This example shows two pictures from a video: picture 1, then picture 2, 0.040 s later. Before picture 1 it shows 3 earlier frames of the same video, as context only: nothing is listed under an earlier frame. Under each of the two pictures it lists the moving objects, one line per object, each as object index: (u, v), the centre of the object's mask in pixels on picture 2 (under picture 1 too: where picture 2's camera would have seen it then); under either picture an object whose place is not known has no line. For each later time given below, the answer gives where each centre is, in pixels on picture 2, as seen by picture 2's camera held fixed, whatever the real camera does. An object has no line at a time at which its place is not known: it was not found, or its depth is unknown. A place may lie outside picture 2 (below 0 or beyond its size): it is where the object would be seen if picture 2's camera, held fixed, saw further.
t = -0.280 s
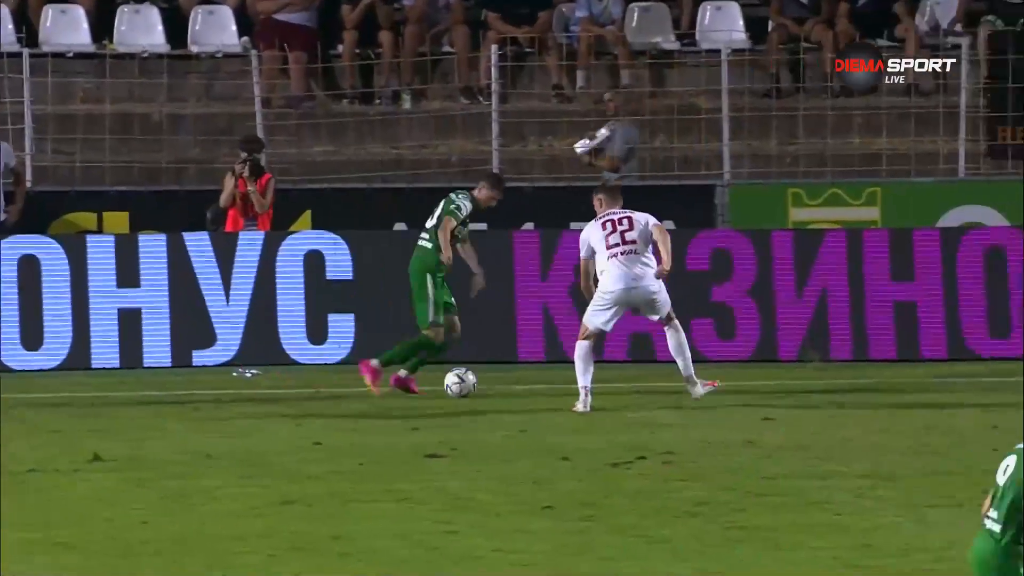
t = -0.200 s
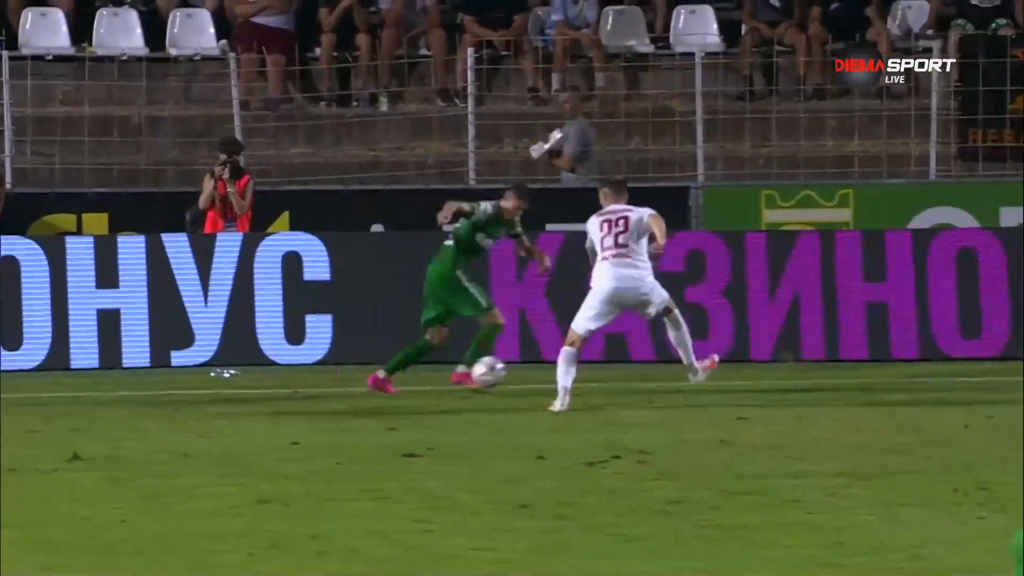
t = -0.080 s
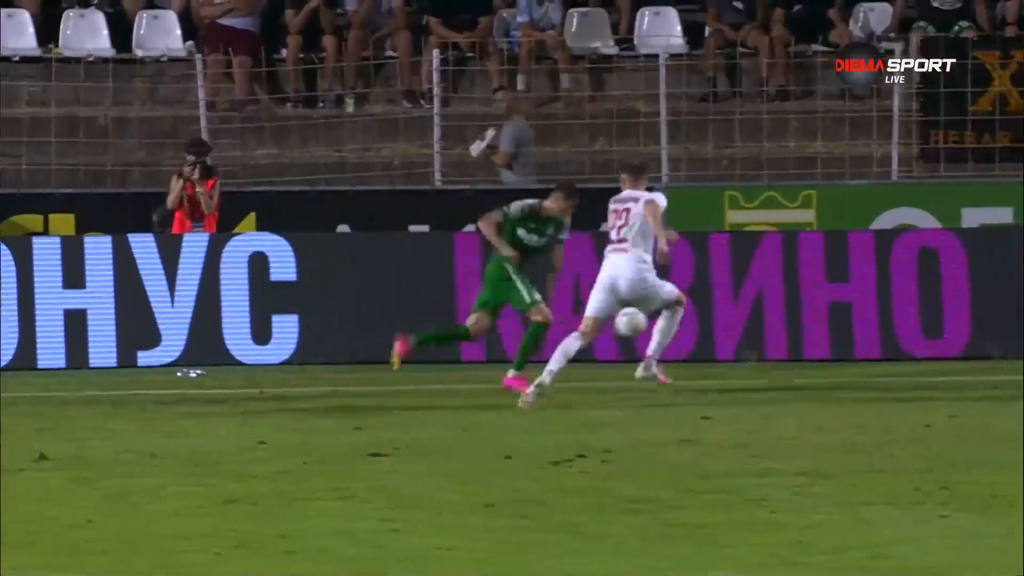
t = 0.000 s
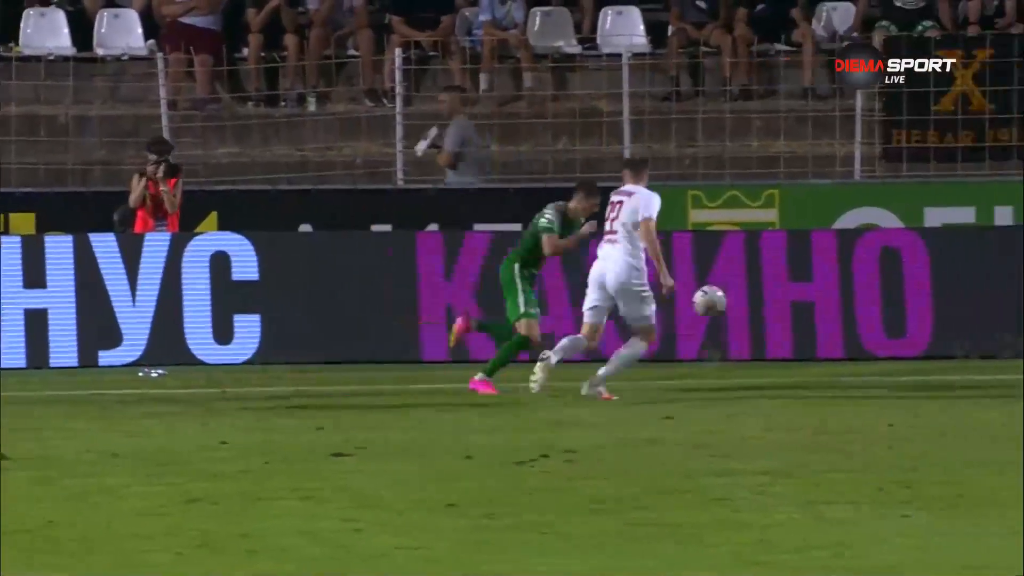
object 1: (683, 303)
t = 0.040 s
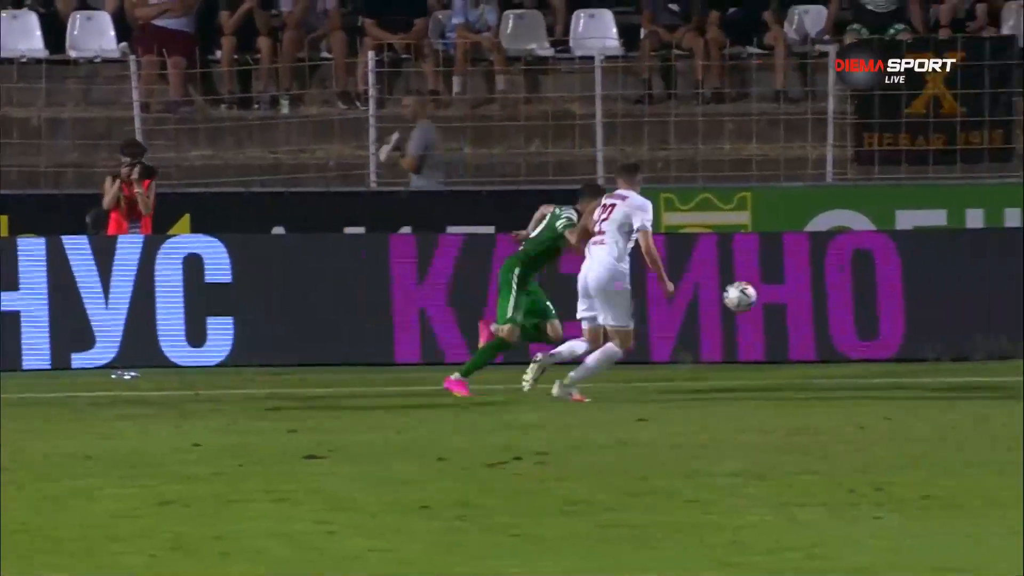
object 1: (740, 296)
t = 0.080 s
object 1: (798, 292)
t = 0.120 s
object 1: (855, 289)
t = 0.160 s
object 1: (914, 290)
